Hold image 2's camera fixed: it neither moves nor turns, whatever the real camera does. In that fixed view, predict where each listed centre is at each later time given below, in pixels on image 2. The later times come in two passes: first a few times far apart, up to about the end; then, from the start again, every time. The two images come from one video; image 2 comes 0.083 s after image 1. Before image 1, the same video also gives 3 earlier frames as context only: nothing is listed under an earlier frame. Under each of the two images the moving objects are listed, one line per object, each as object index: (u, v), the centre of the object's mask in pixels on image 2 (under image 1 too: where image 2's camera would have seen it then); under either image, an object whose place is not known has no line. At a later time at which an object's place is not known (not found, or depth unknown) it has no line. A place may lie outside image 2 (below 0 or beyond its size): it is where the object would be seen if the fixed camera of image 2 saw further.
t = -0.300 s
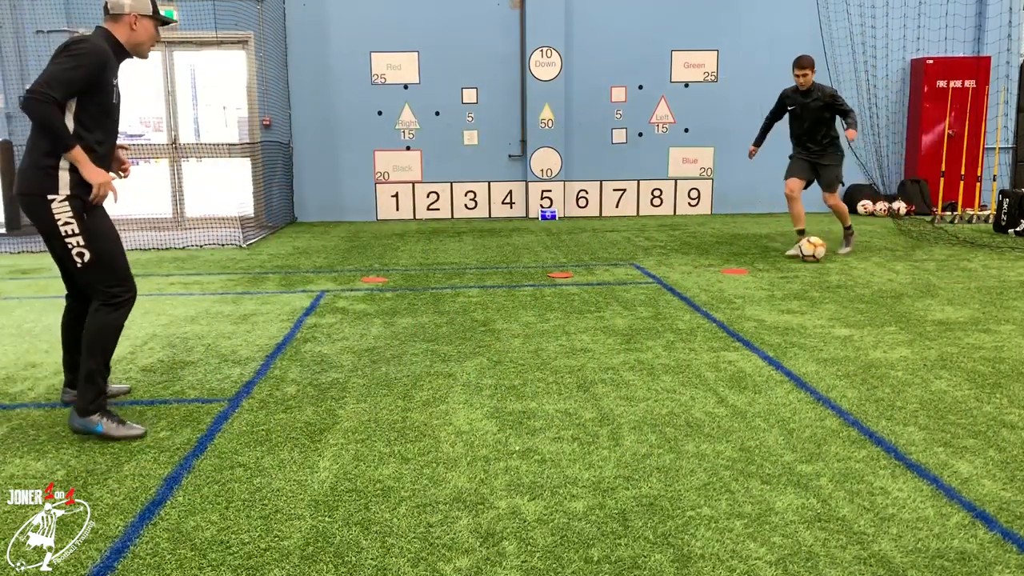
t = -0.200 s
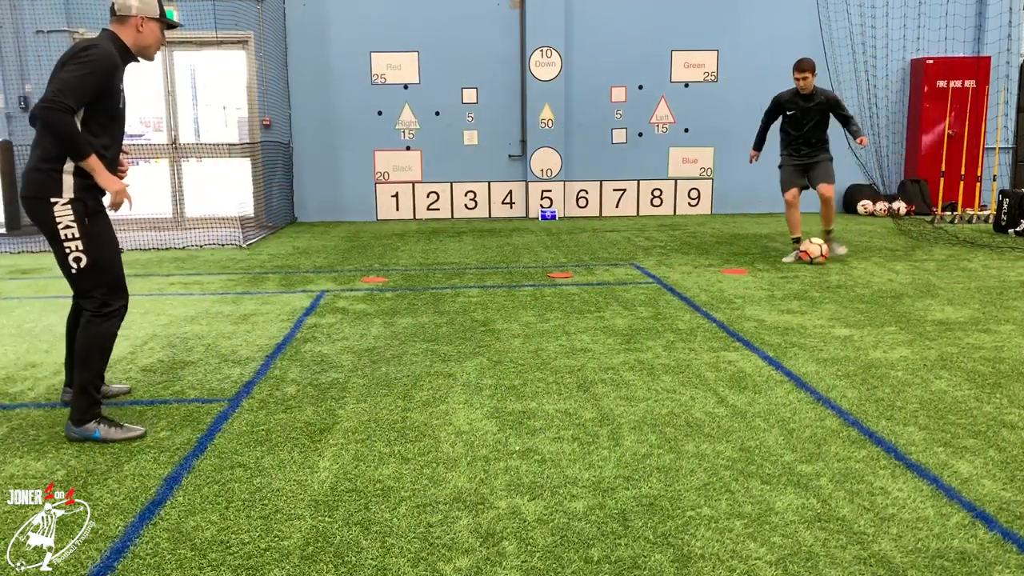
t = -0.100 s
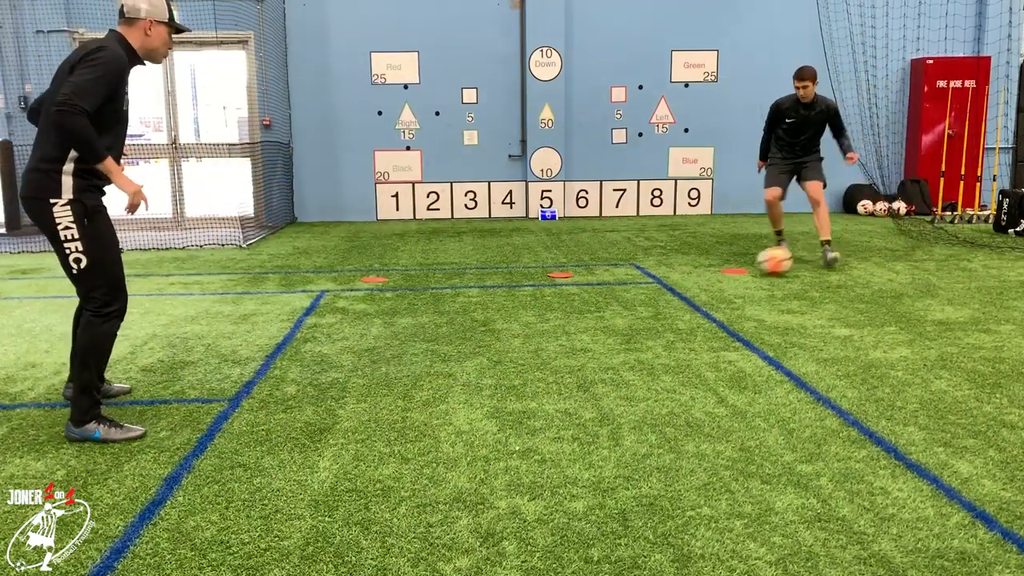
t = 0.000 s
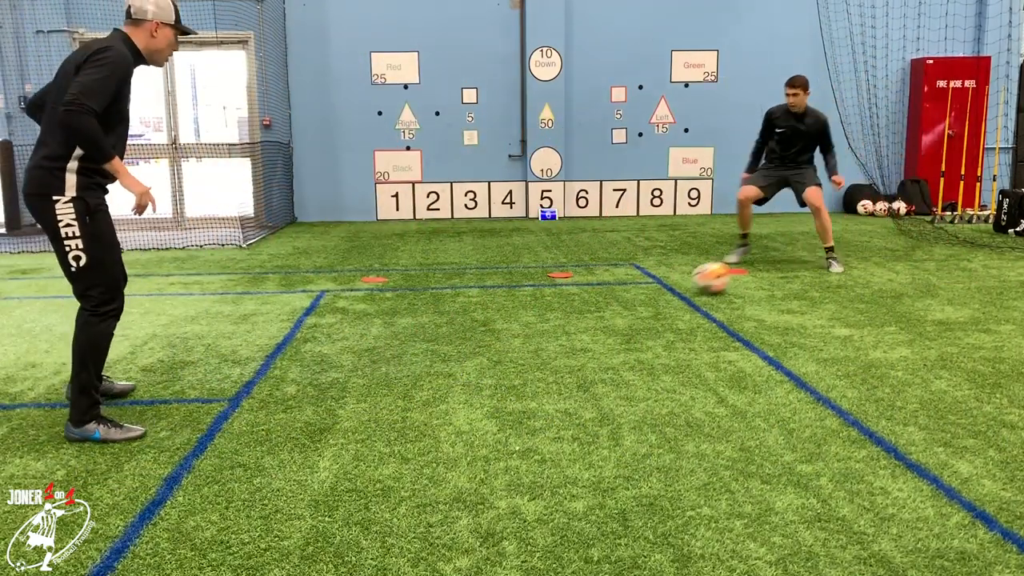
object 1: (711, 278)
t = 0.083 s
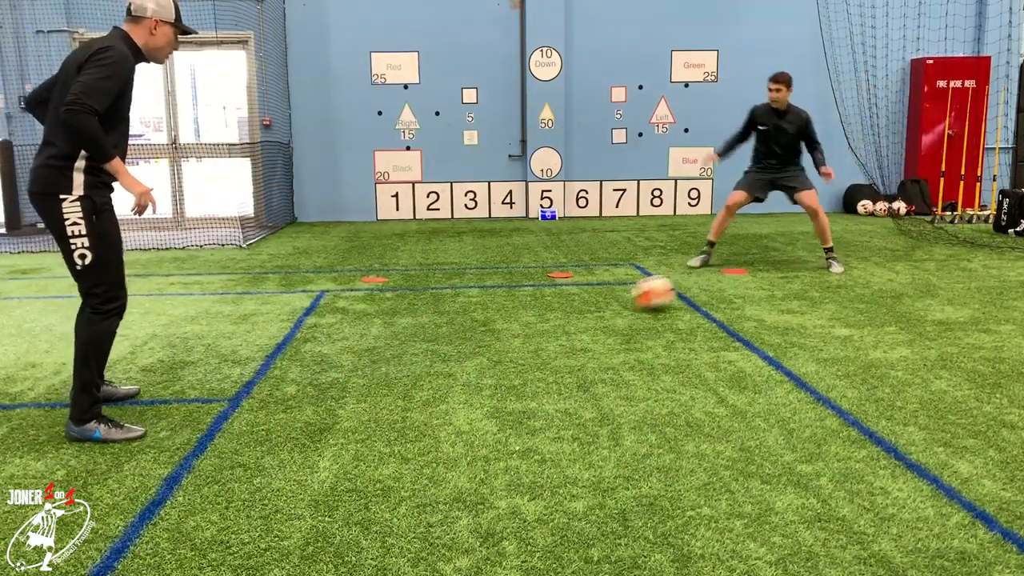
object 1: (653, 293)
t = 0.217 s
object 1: (549, 320)
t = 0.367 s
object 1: (411, 356)
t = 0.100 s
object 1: (642, 296)
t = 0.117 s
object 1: (630, 299)
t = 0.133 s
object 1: (617, 303)
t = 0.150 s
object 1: (604, 307)
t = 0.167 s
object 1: (591, 309)
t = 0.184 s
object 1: (578, 313)
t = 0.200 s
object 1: (564, 316)
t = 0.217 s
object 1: (549, 320)
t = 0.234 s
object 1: (535, 325)
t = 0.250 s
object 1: (521, 329)
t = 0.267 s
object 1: (507, 332)
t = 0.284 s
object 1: (492, 335)
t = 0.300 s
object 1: (478, 338)
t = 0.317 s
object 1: (461, 342)
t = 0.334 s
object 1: (445, 348)
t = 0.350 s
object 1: (427, 353)
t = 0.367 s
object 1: (411, 356)
